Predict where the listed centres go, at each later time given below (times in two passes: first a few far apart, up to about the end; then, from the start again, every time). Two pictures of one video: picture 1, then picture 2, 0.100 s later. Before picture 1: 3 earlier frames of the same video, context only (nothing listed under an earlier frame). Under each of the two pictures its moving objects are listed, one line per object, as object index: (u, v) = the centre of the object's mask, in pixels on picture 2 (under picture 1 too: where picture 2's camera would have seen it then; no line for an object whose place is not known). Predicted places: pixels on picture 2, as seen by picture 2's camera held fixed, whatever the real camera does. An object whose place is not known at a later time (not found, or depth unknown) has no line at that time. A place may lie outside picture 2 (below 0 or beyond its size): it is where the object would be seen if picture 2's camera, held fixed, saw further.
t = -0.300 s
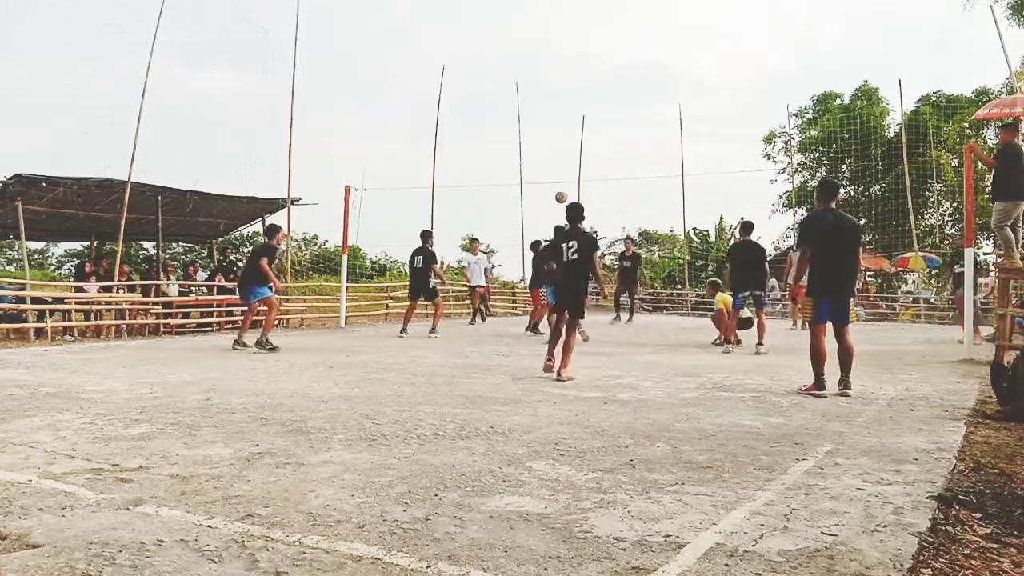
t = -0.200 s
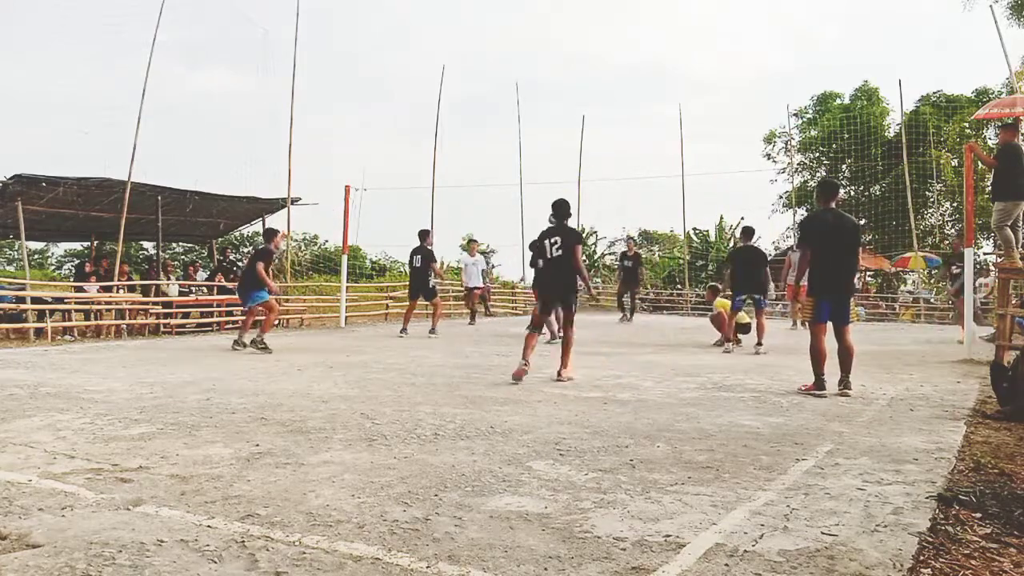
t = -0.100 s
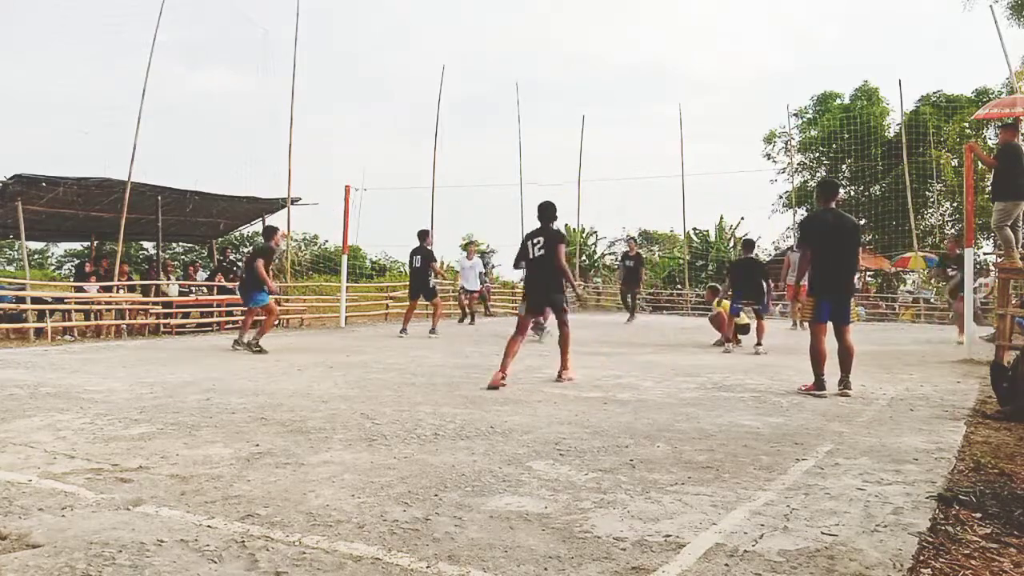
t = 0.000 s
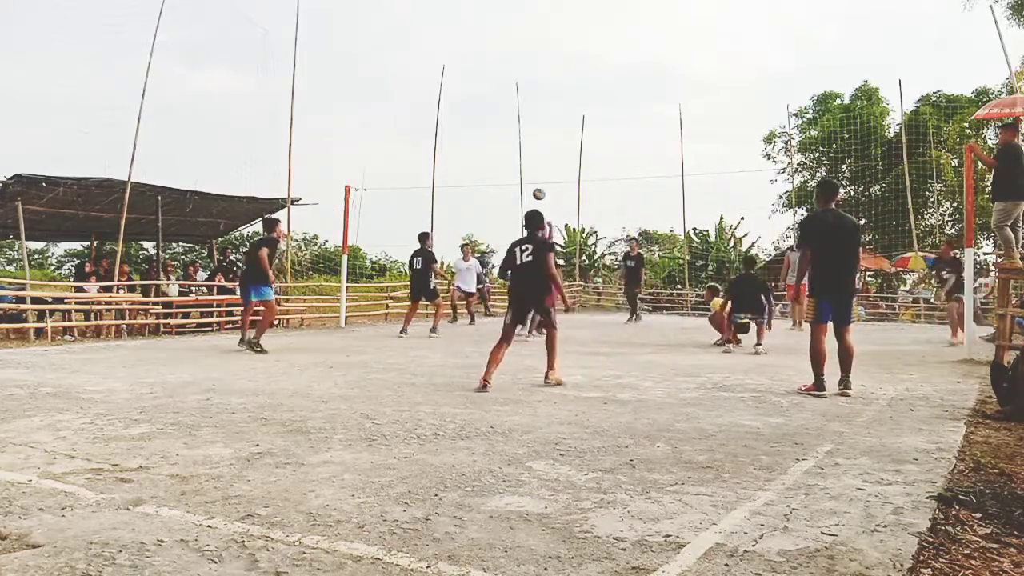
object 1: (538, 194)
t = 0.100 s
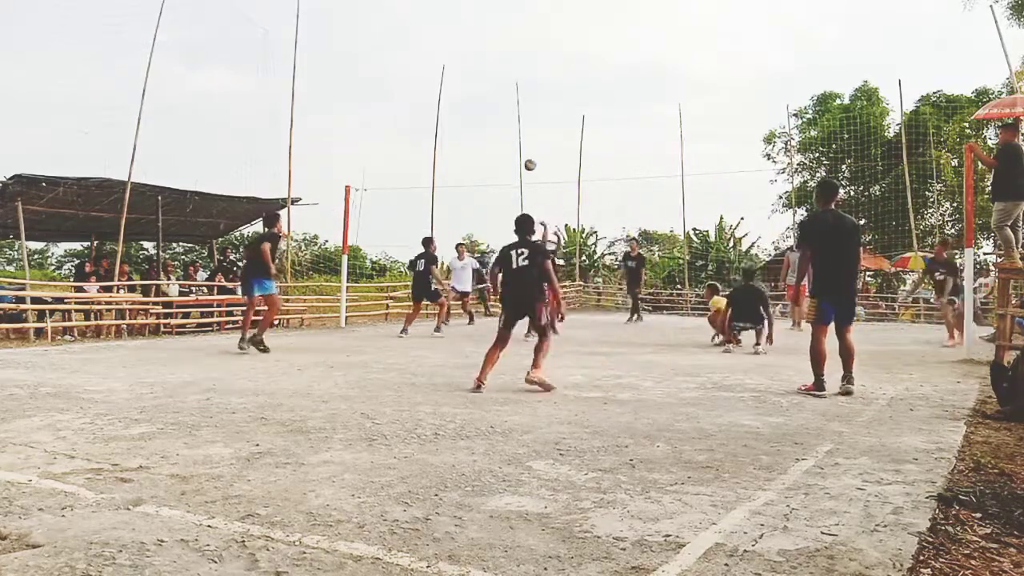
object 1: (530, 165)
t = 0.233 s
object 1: (518, 136)
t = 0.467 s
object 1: (500, 111)
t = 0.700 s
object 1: (482, 121)
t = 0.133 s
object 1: (526, 156)
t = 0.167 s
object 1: (524, 149)
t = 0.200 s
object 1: (521, 142)
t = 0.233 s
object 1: (518, 136)
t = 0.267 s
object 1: (516, 130)
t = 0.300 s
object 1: (513, 125)
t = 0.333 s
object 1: (510, 121)
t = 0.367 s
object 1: (508, 118)
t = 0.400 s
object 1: (505, 115)
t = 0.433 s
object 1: (503, 113)
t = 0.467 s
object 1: (500, 111)
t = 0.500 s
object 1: (498, 111)
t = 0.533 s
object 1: (495, 111)
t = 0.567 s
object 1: (492, 112)
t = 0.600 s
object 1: (490, 113)
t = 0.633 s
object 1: (487, 115)
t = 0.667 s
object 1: (484, 118)
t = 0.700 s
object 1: (482, 121)
